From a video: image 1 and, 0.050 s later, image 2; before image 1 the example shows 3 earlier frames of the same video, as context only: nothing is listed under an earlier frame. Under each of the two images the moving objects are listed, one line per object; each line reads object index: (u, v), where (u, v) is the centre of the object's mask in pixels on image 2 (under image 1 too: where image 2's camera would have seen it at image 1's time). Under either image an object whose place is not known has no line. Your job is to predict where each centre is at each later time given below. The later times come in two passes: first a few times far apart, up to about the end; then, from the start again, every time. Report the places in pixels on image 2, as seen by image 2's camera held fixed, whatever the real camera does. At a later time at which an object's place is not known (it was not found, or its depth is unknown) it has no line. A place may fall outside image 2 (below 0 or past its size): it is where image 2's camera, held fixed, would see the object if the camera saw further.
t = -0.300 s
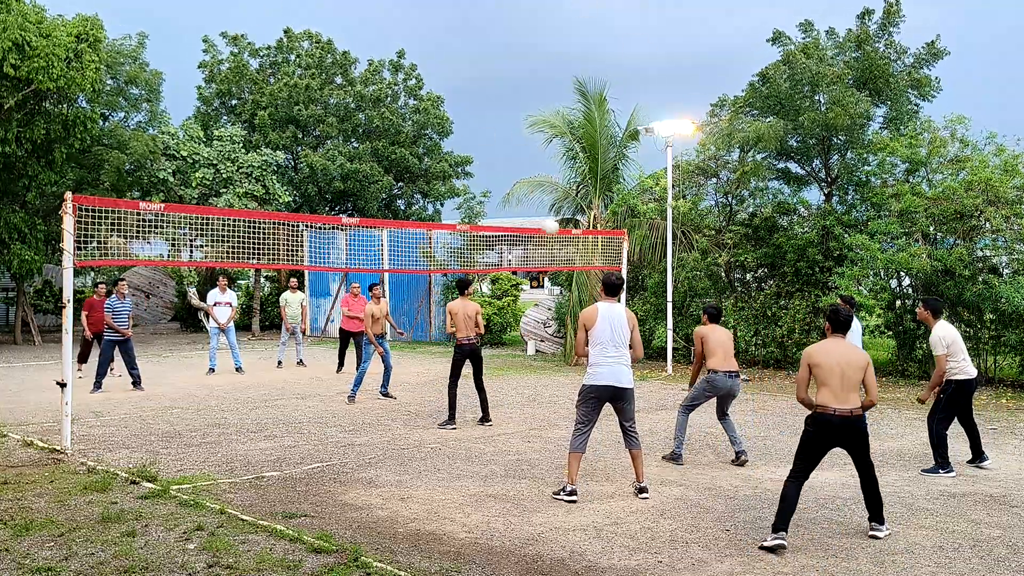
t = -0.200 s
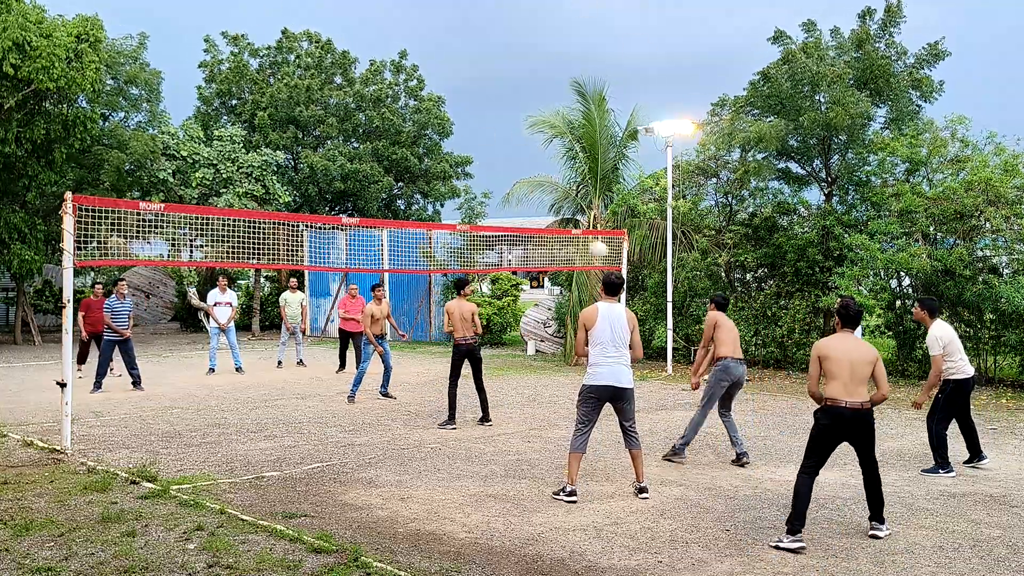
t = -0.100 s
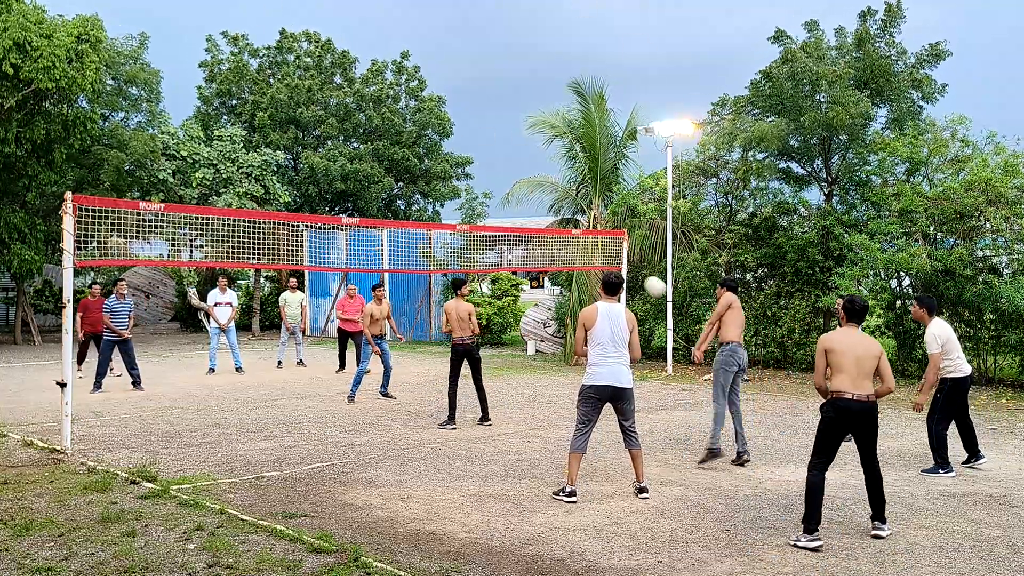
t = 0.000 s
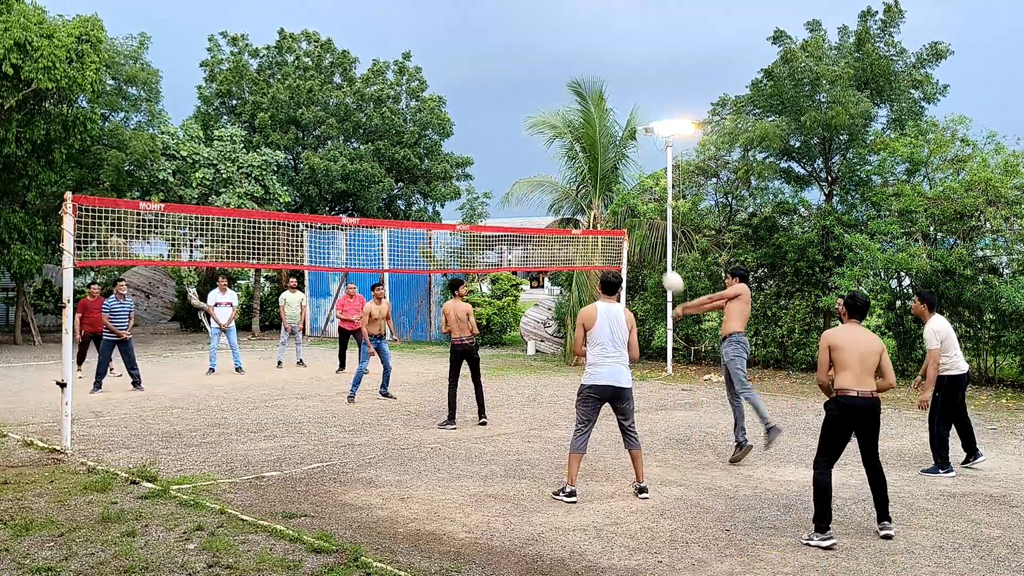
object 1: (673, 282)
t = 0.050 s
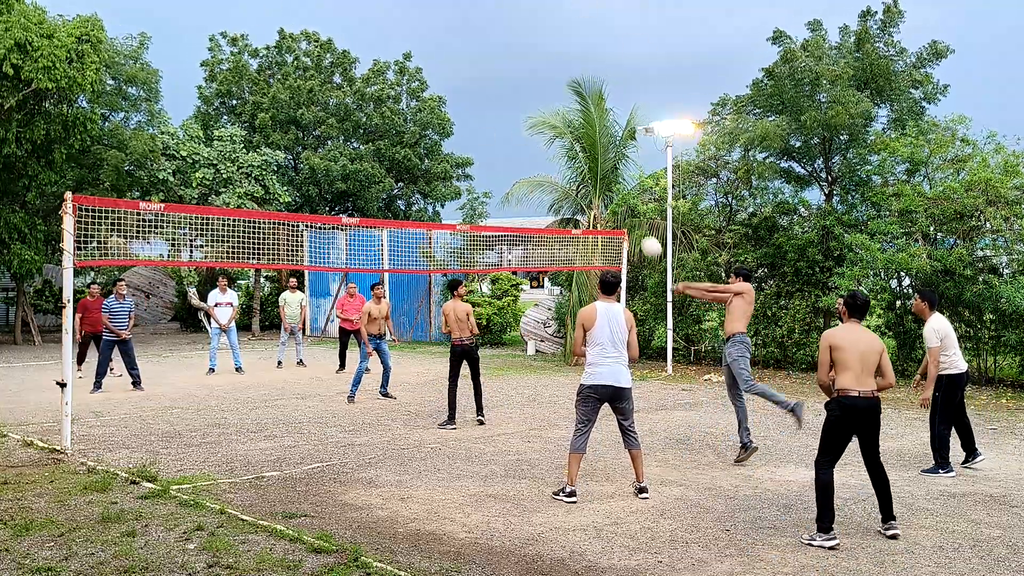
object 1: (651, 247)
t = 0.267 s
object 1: (567, 135)
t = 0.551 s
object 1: (475, 72)
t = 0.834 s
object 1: (400, 80)
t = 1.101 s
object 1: (341, 135)
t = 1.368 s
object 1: (292, 226)
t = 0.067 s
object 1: (644, 236)
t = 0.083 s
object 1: (637, 226)
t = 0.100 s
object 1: (631, 215)
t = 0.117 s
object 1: (624, 206)
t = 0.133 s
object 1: (617, 196)
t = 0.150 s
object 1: (610, 188)
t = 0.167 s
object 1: (604, 179)
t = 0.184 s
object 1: (598, 171)
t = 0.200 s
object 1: (591, 163)
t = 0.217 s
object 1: (585, 155)
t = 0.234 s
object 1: (579, 148)
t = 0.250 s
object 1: (573, 142)
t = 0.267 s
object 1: (567, 135)
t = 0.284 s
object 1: (561, 129)
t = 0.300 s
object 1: (555, 123)
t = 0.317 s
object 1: (550, 118)
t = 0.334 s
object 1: (544, 112)
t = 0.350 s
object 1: (538, 108)
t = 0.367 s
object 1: (533, 103)
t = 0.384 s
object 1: (527, 100)
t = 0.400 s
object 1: (521, 96)
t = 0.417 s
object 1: (516, 92)
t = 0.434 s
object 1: (511, 89)
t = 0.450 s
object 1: (506, 86)
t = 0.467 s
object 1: (500, 83)
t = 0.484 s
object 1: (495, 80)
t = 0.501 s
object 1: (490, 78)
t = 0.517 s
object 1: (485, 76)
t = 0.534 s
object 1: (480, 74)
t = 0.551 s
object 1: (475, 72)
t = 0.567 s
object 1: (470, 71)
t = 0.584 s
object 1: (465, 70)
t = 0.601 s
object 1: (461, 69)
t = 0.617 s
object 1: (456, 69)
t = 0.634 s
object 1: (452, 68)
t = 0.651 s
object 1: (447, 68)
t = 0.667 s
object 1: (442, 68)
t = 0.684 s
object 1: (438, 68)
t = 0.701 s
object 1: (434, 69)
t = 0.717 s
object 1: (429, 70)
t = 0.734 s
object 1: (425, 71)
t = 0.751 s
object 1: (420, 72)
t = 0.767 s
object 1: (416, 73)
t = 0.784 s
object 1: (412, 74)
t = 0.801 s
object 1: (408, 76)
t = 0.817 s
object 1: (403, 78)
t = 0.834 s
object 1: (400, 80)
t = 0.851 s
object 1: (396, 82)
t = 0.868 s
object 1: (392, 84)
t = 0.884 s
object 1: (388, 87)
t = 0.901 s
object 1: (384, 89)
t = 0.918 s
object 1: (380, 93)
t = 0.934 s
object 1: (376, 95)
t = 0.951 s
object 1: (373, 99)
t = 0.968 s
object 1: (369, 102)
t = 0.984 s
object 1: (365, 105)
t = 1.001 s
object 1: (362, 109)
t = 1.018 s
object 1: (358, 114)
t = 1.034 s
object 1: (355, 118)
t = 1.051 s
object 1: (351, 121)
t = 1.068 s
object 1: (348, 126)
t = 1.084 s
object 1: (344, 130)
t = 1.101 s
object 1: (341, 135)
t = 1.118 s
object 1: (338, 140)
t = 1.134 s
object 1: (334, 145)
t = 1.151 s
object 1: (331, 149)
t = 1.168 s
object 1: (328, 155)
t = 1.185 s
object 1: (325, 160)
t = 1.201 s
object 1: (322, 165)
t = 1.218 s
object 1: (318, 171)
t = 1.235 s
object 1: (315, 177)
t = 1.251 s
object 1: (312, 182)
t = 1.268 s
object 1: (309, 189)
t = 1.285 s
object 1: (306, 195)
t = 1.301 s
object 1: (304, 201)
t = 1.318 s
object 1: (301, 207)
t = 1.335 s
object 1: (298, 210)
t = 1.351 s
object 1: (294, 224)
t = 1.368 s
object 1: (292, 226)
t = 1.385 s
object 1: (289, 233)
